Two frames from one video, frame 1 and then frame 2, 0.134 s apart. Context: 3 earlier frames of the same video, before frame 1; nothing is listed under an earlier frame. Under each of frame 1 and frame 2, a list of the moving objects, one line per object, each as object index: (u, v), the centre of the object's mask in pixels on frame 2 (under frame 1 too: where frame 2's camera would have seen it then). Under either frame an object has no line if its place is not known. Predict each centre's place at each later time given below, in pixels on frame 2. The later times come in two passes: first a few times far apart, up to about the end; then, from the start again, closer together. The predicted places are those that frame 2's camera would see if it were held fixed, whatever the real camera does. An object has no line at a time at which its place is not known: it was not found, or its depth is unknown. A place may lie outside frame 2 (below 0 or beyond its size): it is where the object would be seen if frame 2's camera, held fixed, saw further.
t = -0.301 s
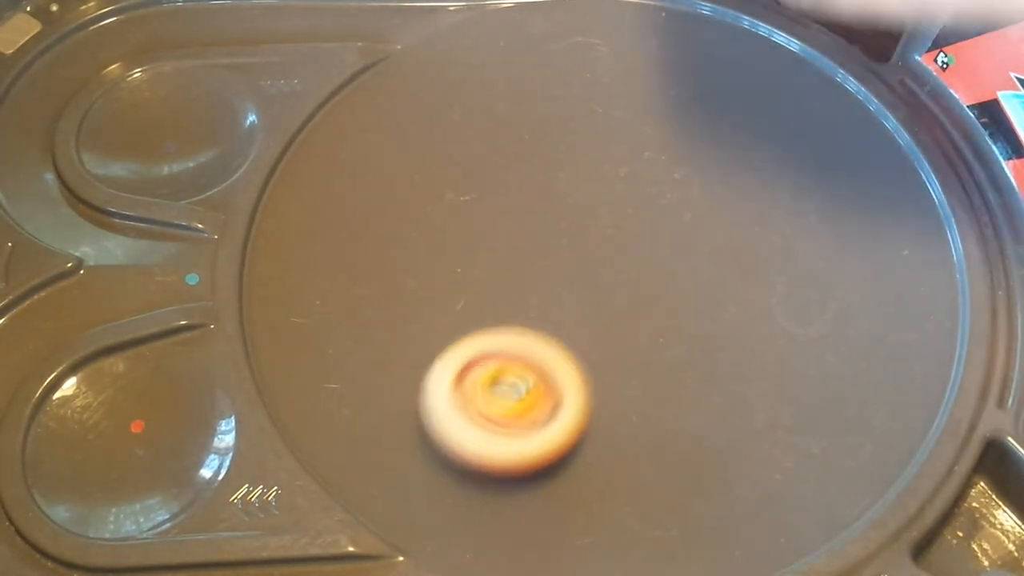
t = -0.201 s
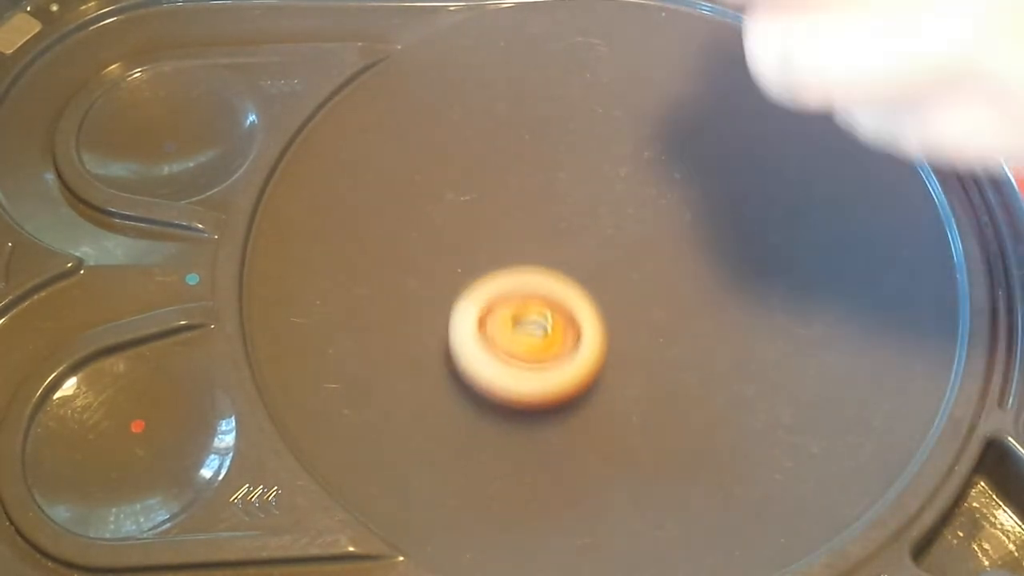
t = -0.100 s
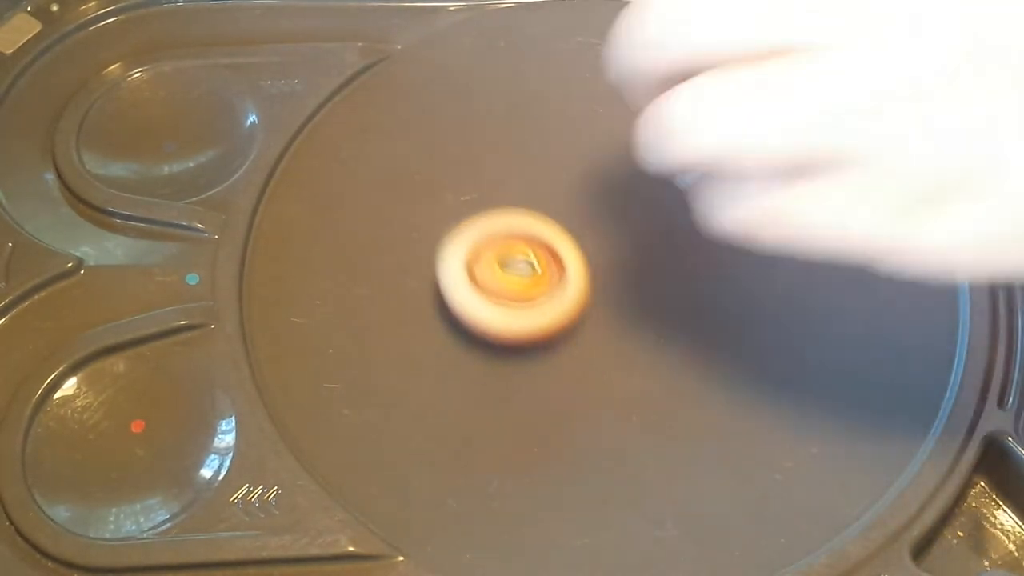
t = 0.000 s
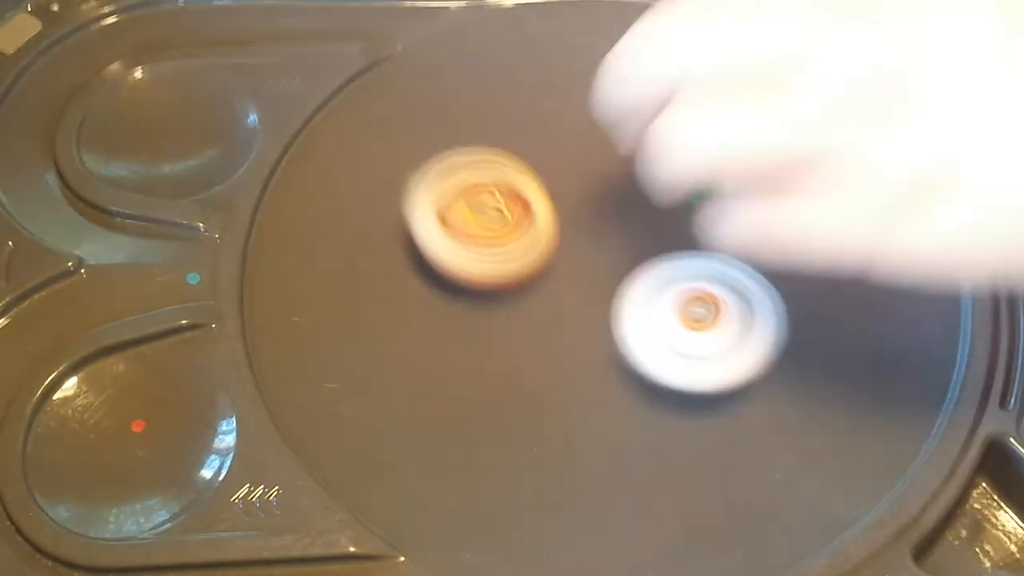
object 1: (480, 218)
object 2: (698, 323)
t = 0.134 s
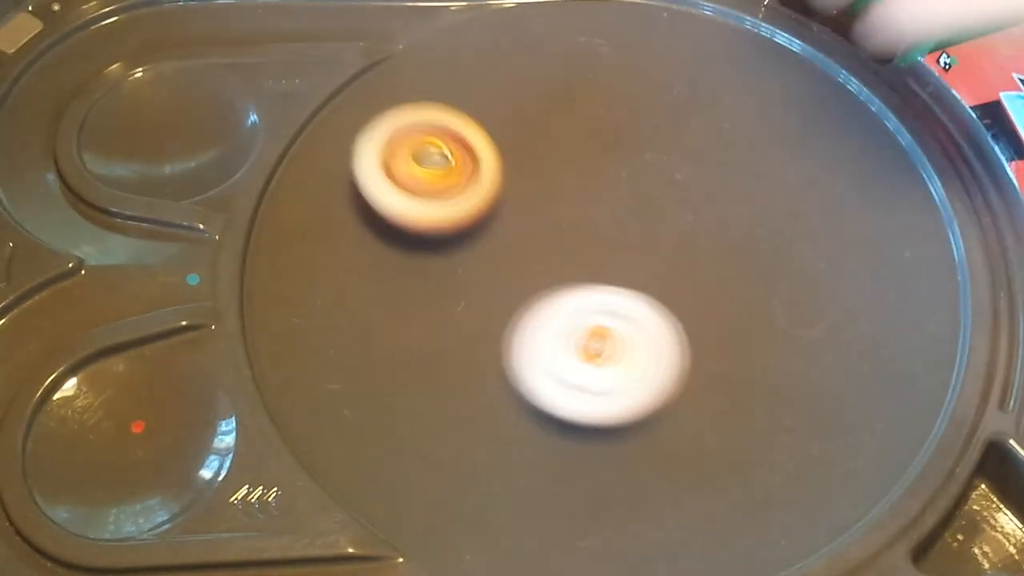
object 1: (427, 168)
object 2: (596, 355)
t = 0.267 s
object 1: (395, 159)
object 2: (496, 274)
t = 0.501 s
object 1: (322, 177)
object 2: (666, 173)
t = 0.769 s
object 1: (528, 238)
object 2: (691, 395)
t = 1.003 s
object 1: (644, 116)
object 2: (431, 274)
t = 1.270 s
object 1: (651, 27)
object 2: (568, 107)
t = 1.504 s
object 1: (624, 42)
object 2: (567, 294)
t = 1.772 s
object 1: (739, 225)
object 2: (327, 199)
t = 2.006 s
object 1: (941, 250)
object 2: (572, 115)
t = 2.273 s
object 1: (785, 241)
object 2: (625, 438)
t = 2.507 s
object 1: (621, 396)
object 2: (295, 383)
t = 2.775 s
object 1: (651, 465)
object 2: (501, 136)
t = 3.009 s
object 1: (599, 355)
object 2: (823, 292)
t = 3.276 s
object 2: (575, 519)
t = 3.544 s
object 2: (504, 433)
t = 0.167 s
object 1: (419, 163)
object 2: (564, 340)
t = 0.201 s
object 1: (411, 163)
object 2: (535, 322)
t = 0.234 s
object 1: (404, 160)
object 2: (512, 302)
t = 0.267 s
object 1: (395, 159)
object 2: (496, 274)
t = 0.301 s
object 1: (380, 155)
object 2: (499, 248)
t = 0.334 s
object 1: (359, 147)
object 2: (518, 227)
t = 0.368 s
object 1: (342, 144)
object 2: (539, 206)
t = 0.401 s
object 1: (329, 146)
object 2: (564, 189)
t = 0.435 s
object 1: (321, 152)
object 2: (595, 177)
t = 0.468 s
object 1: (318, 163)
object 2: (629, 171)
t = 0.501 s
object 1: (322, 177)
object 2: (666, 173)
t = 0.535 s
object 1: (334, 193)
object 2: (703, 183)
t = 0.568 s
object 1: (352, 209)
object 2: (737, 202)
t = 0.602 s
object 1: (377, 224)
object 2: (762, 229)
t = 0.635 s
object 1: (406, 236)
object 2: (777, 264)
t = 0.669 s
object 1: (438, 243)
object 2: (779, 302)
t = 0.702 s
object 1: (470, 245)
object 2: (764, 339)
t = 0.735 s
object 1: (500, 243)
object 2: (734, 371)
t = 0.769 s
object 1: (528, 238)
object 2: (691, 395)
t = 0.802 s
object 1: (552, 229)
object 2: (642, 407)
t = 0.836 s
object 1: (572, 215)
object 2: (590, 406)
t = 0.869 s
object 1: (594, 197)
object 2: (543, 394)
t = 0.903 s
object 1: (613, 176)
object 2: (502, 373)
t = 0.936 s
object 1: (629, 155)
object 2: (469, 344)
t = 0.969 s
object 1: (638, 135)
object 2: (445, 311)
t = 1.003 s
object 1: (644, 116)
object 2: (431, 274)
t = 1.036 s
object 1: (647, 99)
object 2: (428, 234)
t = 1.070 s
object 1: (646, 83)
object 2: (436, 193)
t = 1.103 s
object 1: (640, 71)
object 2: (456, 155)
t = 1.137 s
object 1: (630, 61)
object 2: (485, 124)
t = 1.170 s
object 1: (632, 51)
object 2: (501, 109)
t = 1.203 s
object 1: (643, 40)
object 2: (515, 105)
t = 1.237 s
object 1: (648, 32)
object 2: (540, 101)
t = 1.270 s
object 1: (651, 27)
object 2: (568, 107)
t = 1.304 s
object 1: (653, 22)
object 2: (593, 125)
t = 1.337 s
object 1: (652, 18)
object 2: (615, 151)
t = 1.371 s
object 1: (647, 17)
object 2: (627, 180)
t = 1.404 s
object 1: (641, 19)
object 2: (629, 210)
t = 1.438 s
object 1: (634, 24)
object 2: (619, 240)
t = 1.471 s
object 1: (628, 32)
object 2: (598, 269)
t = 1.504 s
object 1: (624, 42)
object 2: (567, 294)
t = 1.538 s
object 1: (623, 56)
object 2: (530, 313)
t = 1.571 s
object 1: (625, 74)
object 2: (490, 323)
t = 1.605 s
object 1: (632, 99)
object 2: (450, 323)
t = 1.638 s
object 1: (642, 126)
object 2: (409, 312)
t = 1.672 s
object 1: (658, 153)
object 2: (372, 292)
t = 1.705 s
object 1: (681, 180)
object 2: (346, 264)
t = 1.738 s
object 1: (710, 205)
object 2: (332, 233)
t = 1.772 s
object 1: (739, 225)
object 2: (327, 199)
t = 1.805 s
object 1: (774, 244)
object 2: (337, 165)
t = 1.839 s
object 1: (811, 257)
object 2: (357, 136)
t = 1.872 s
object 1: (844, 264)
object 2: (389, 113)
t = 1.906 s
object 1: (875, 267)
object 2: (431, 98)
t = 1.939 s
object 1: (903, 265)
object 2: (475, 94)
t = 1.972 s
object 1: (925, 259)
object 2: (524, 100)
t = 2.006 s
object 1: (941, 250)
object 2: (572, 115)
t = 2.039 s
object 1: (948, 242)
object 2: (615, 142)
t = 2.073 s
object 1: (940, 235)
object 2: (651, 175)
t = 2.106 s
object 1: (923, 227)
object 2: (678, 215)
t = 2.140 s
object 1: (904, 220)
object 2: (695, 260)
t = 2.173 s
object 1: (881, 218)
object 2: (699, 309)
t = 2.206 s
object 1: (852, 222)
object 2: (688, 357)
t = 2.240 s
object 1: (820, 229)
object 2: (663, 401)
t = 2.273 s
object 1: (785, 241)
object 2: (625, 438)
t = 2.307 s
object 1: (750, 256)
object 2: (578, 464)
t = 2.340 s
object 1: (718, 275)
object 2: (521, 479)
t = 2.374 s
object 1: (690, 295)
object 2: (464, 482)
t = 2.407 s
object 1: (665, 320)
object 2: (409, 473)
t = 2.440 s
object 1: (645, 345)
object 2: (360, 452)
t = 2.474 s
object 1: (629, 371)
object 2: (323, 421)
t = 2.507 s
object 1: (621, 396)
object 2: (295, 383)
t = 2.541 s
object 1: (618, 419)
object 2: (283, 342)
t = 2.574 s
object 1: (620, 439)
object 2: (283, 298)
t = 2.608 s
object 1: (624, 454)
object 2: (296, 258)
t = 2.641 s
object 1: (631, 464)
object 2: (323, 218)
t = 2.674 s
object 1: (638, 471)
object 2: (357, 188)
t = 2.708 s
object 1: (644, 474)
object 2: (402, 162)
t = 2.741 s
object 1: (648, 472)
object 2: (447, 146)
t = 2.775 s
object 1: (651, 465)
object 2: (501, 136)
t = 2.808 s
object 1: (652, 453)
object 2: (554, 136)
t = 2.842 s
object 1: (650, 439)
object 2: (609, 143)
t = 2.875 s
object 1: (645, 422)
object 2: (662, 159)
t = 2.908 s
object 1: (637, 405)
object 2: (712, 182)
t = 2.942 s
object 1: (626, 388)
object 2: (758, 212)
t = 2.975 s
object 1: (613, 370)
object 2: (796, 249)
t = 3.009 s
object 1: (599, 355)
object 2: (823, 292)
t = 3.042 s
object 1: (584, 341)
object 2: (838, 339)
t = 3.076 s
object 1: (567, 328)
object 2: (839, 387)
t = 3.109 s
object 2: (824, 434)
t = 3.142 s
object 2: (794, 478)
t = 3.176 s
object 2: (754, 503)
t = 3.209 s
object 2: (701, 517)
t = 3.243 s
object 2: (640, 522)
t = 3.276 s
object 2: (575, 519)
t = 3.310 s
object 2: (520, 511)
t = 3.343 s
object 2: (473, 491)
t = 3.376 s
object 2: (434, 457)
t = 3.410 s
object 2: (410, 416)
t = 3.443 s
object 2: (398, 377)
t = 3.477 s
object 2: (431, 398)
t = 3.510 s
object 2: (470, 422)
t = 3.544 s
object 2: (504, 433)
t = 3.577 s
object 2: (531, 440)
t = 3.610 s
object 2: (553, 445)
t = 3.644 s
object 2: (575, 451)
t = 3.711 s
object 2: (611, 462)
